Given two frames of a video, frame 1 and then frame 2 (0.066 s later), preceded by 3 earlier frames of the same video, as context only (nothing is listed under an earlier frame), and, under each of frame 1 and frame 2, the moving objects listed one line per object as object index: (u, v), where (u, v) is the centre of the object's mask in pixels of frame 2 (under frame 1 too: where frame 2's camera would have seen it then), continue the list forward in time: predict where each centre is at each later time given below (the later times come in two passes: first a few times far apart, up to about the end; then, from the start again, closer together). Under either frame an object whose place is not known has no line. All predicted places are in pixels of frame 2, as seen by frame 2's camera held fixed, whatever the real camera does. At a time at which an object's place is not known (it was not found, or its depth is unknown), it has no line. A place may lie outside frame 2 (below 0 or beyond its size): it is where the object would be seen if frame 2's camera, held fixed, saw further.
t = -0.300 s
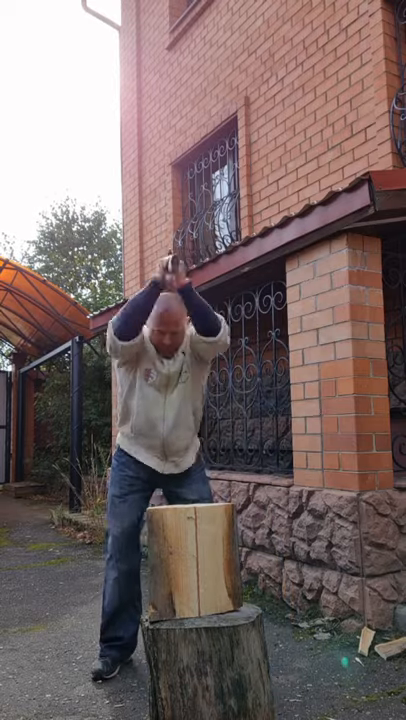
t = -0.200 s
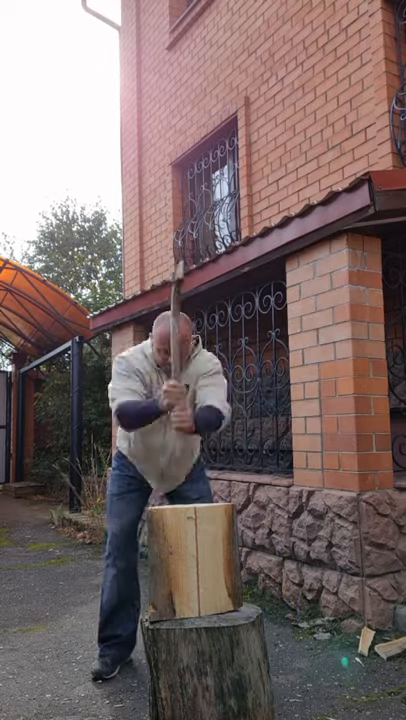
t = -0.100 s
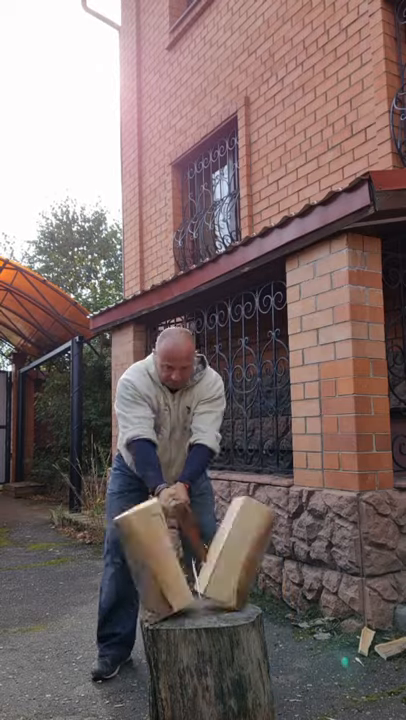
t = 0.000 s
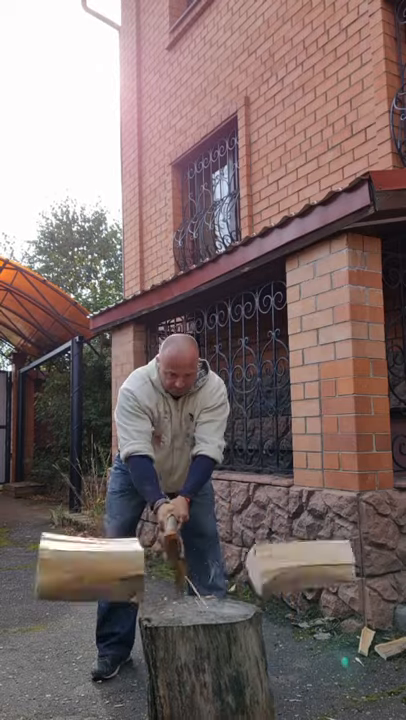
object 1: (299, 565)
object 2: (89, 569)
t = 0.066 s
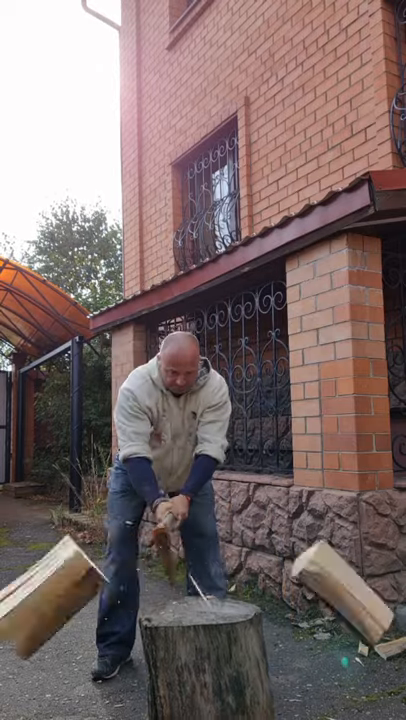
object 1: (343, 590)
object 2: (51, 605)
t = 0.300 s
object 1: (396, 708)
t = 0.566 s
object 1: (371, 692)
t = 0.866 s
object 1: (339, 694)
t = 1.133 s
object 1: (343, 696)
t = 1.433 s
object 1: (343, 696)
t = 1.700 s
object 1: (343, 696)
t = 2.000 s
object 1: (344, 696)
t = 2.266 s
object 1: (343, 695)
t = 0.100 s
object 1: (364, 615)
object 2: (31, 613)
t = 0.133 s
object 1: (382, 639)
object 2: (18, 637)
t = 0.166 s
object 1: (392, 670)
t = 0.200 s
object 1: (396, 703)
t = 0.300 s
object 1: (396, 708)
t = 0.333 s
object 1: (393, 705)
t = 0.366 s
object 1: (392, 703)
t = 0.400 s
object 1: (392, 698)
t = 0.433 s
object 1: (390, 694)
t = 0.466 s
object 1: (386, 697)
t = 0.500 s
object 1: (384, 695)
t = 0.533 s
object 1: (380, 694)
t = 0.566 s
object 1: (371, 692)
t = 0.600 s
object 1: (362, 689)
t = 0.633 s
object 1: (357, 689)
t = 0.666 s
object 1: (354, 690)
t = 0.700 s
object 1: (350, 693)
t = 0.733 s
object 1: (347, 695)
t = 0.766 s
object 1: (342, 693)
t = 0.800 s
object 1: (340, 694)
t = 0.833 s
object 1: (339, 694)
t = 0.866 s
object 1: (339, 694)
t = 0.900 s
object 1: (340, 695)
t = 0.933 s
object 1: (342, 697)
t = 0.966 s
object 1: (343, 697)
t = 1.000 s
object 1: (343, 697)
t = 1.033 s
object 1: (343, 696)
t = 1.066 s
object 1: (343, 696)
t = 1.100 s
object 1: (343, 696)
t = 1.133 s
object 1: (343, 696)
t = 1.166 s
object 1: (343, 697)
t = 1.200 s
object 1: (343, 696)
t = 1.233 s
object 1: (343, 696)
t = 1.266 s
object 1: (343, 696)
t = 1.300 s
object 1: (343, 696)
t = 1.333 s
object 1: (343, 696)
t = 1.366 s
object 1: (343, 696)
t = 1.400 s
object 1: (343, 696)
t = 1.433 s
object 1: (343, 696)
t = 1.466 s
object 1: (343, 696)
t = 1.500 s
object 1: (343, 696)
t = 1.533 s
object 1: (343, 696)
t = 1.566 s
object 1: (343, 696)
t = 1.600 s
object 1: (343, 696)
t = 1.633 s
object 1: (343, 696)
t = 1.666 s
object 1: (343, 696)
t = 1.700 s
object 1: (343, 696)
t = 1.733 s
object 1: (344, 696)
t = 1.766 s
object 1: (346, 695)
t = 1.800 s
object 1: (348, 694)
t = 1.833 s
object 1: (347, 694)
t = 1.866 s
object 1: (346, 694)
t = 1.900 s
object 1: (344, 695)
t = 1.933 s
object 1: (344, 695)
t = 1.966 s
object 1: (344, 696)
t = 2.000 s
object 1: (344, 696)
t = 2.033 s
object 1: (344, 696)
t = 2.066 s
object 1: (343, 696)
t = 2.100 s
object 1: (343, 695)
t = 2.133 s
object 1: (343, 695)
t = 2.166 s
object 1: (343, 695)
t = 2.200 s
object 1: (343, 695)
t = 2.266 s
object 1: (343, 695)
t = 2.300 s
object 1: (343, 695)
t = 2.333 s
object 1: (343, 695)
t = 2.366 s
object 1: (343, 695)
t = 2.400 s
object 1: (343, 695)
